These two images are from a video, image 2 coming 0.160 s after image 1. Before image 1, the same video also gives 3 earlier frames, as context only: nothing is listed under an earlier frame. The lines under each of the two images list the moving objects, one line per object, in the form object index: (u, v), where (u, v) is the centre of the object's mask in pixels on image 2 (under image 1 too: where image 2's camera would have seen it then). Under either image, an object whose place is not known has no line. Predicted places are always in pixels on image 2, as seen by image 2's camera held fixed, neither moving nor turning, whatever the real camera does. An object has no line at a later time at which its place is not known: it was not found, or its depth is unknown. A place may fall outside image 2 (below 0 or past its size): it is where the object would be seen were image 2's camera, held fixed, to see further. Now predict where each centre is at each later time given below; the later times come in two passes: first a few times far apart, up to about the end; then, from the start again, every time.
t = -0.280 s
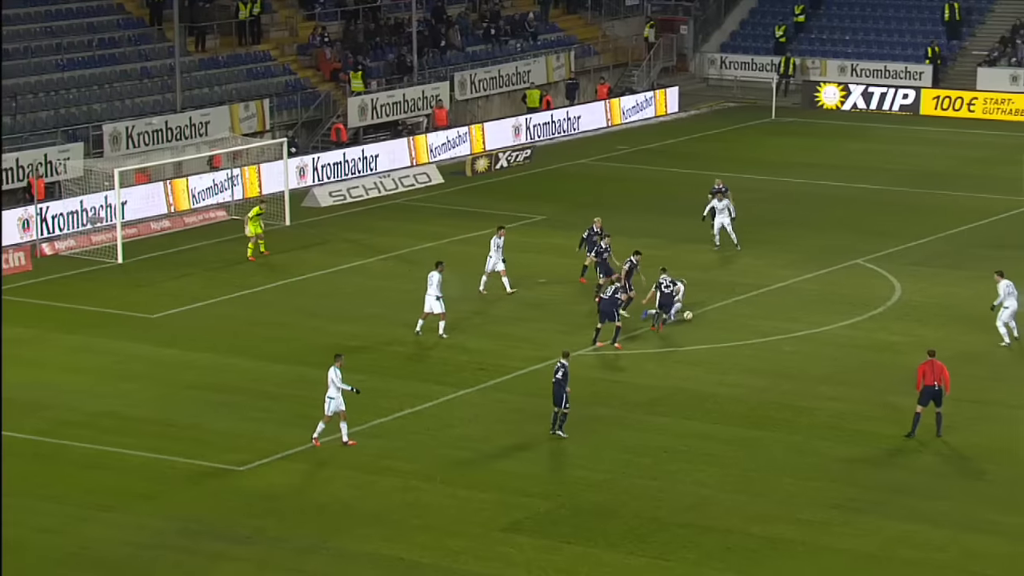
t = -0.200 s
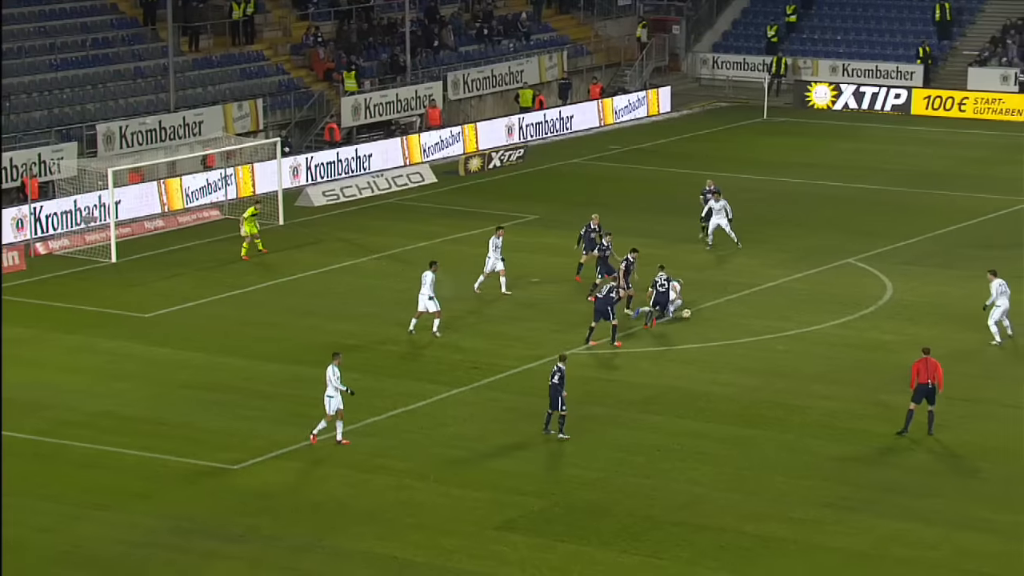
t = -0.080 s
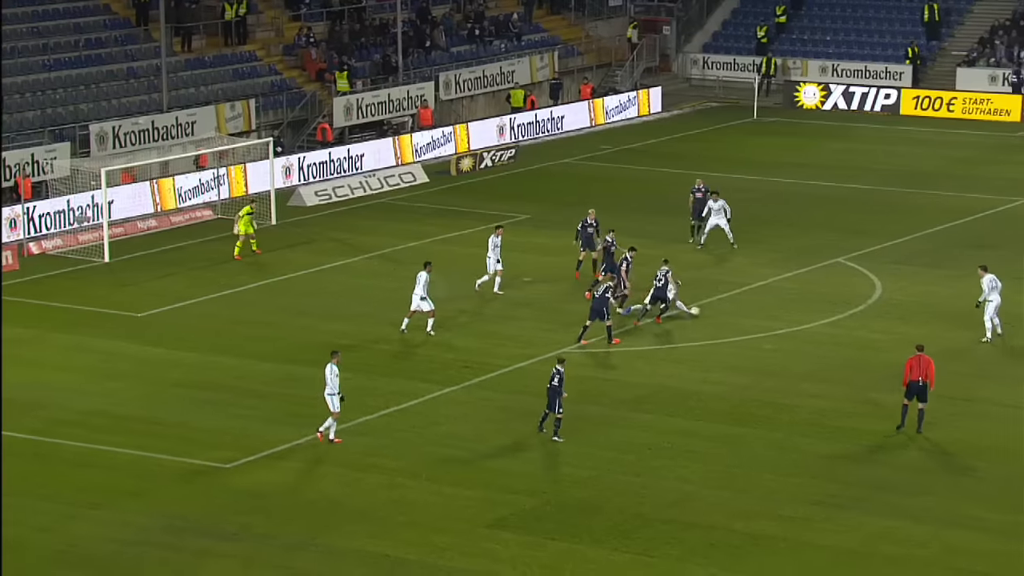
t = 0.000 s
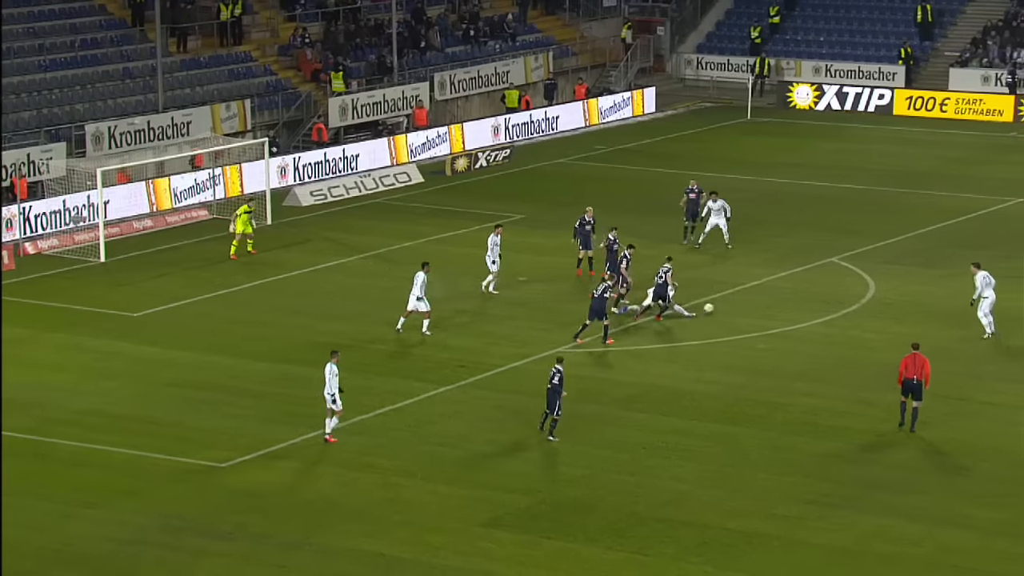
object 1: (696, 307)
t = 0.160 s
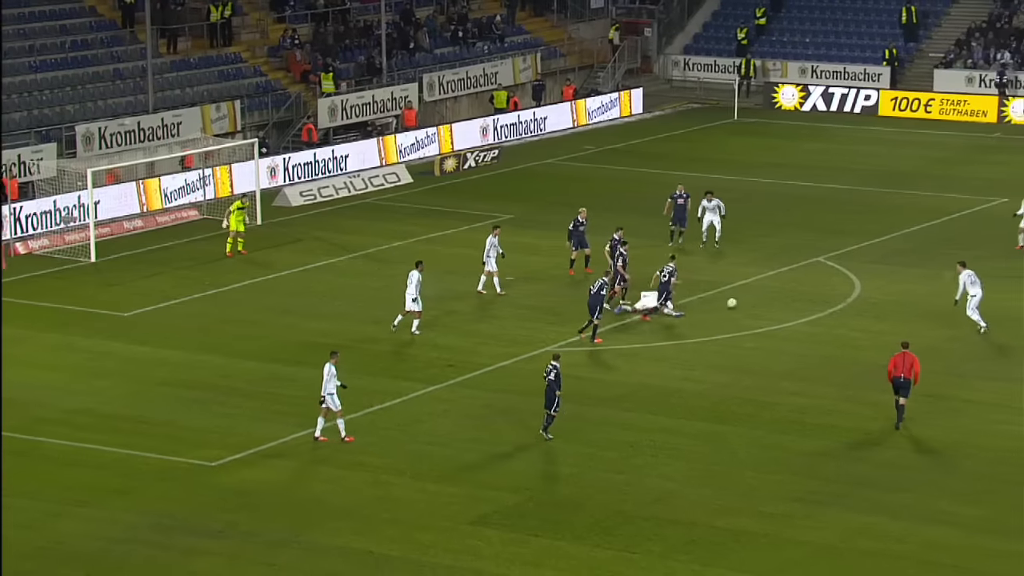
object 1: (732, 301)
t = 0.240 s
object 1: (748, 301)
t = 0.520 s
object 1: (796, 295)
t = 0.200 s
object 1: (740, 301)
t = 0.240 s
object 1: (748, 301)
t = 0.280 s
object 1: (755, 300)
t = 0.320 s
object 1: (763, 299)
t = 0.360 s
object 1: (770, 298)
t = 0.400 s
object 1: (777, 298)
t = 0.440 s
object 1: (783, 297)
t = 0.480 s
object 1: (790, 296)
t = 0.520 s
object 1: (796, 295)
